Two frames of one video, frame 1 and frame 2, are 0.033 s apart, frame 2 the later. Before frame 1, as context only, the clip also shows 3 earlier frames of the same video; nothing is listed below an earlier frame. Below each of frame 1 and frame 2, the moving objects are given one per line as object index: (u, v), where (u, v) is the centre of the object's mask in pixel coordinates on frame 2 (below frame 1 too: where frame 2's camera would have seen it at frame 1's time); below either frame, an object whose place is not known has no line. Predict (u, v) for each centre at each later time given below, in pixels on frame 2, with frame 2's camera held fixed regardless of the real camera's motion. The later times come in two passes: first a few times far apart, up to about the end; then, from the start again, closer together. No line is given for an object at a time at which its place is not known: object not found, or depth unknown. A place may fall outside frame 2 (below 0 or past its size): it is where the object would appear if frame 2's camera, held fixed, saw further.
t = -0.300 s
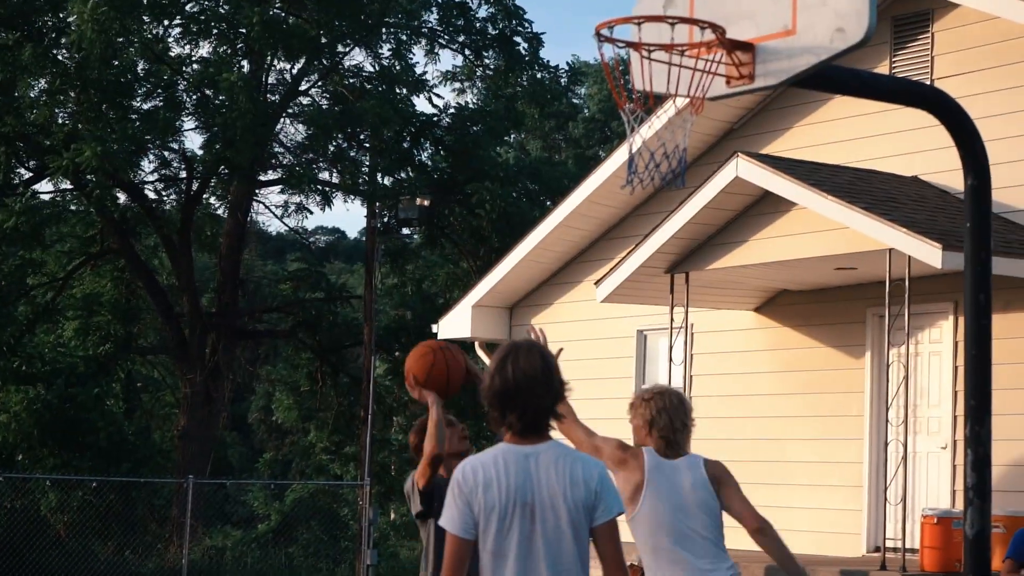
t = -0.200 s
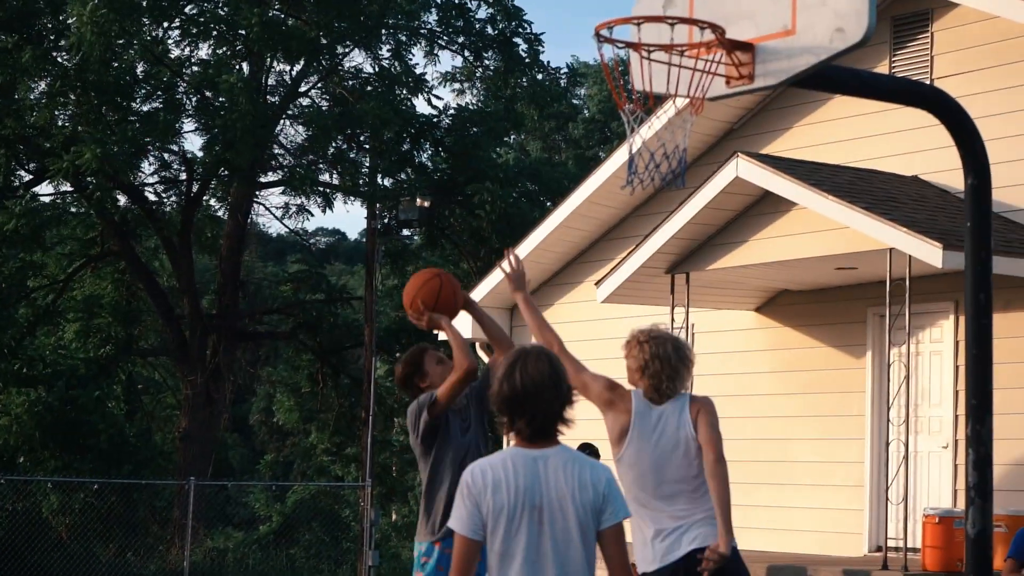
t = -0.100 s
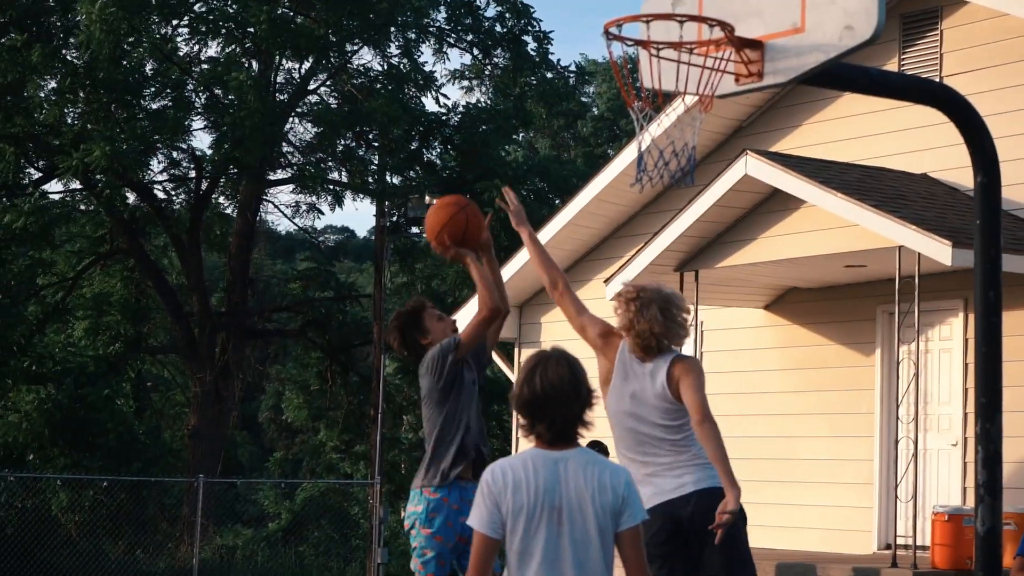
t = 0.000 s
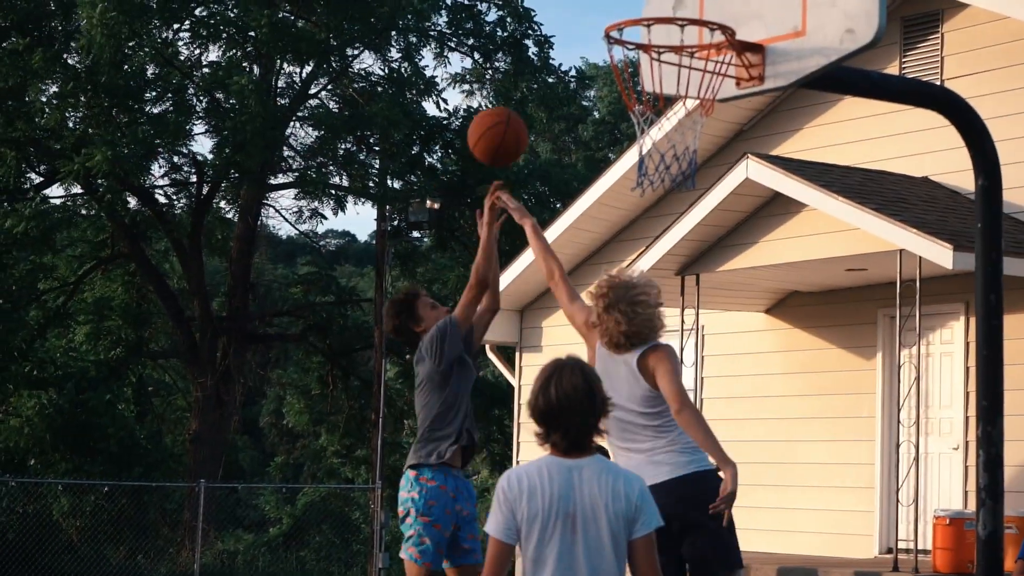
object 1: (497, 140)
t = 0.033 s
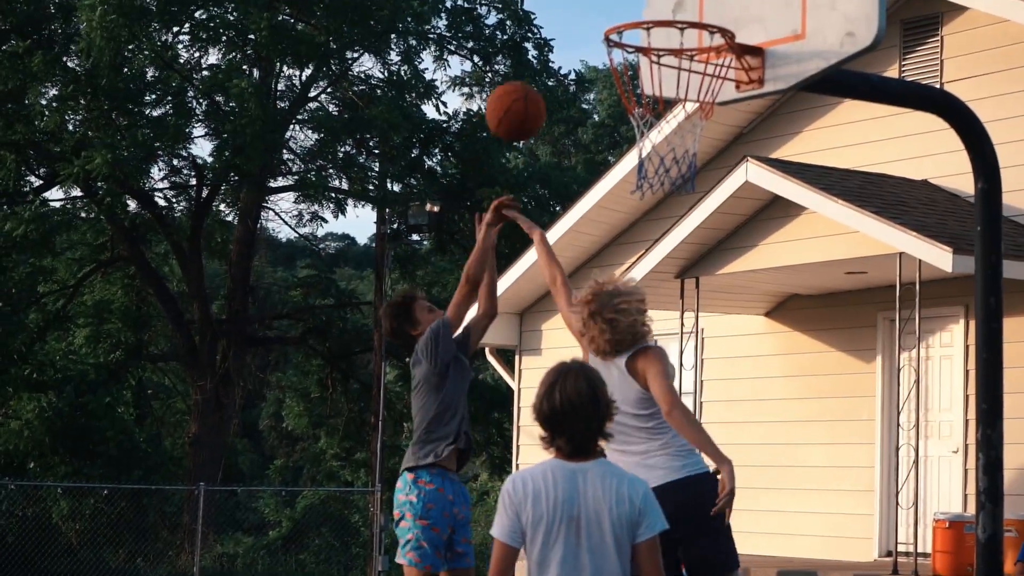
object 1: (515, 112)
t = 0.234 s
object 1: (620, 4)
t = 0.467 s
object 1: (695, -3)
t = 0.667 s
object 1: (690, 88)
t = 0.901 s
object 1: (647, 176)
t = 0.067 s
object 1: (532, 86)
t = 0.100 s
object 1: (550, 63)
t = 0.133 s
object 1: (567, 43)
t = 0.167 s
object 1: (584, 25)
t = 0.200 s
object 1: (601, 10)
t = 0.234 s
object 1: (620, 4)
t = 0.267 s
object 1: (638, -1)
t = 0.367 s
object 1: (691, -9)
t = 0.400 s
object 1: (696, -8)
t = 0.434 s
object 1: (695, -6)
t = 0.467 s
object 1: (695, -3)
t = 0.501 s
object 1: (695, 0)
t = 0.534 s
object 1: (694, 10)
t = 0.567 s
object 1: (693, 26)
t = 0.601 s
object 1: (693, 45)
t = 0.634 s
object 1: (692, 66)
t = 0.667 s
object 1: (690, 88)
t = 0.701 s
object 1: (687, 103)
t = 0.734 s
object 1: (681, 112)
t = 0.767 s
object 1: (674, 119)
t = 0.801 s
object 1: (668, 129)
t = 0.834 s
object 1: (661, 142)
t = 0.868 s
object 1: (654, 157)
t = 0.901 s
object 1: (647, 176)
